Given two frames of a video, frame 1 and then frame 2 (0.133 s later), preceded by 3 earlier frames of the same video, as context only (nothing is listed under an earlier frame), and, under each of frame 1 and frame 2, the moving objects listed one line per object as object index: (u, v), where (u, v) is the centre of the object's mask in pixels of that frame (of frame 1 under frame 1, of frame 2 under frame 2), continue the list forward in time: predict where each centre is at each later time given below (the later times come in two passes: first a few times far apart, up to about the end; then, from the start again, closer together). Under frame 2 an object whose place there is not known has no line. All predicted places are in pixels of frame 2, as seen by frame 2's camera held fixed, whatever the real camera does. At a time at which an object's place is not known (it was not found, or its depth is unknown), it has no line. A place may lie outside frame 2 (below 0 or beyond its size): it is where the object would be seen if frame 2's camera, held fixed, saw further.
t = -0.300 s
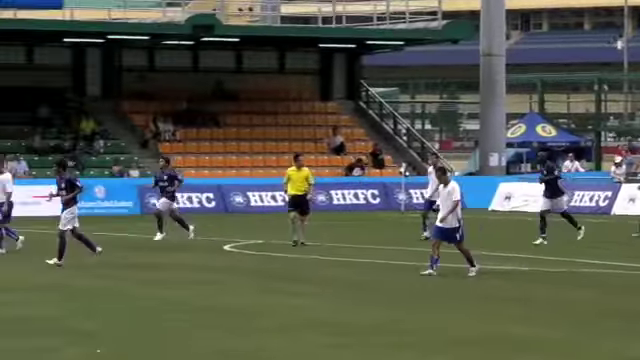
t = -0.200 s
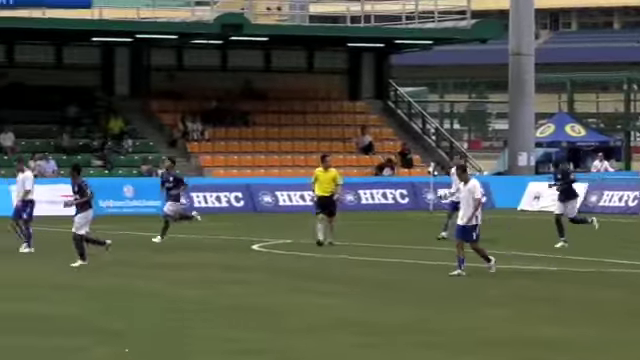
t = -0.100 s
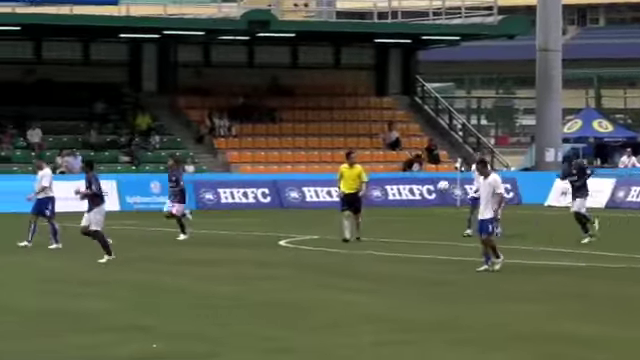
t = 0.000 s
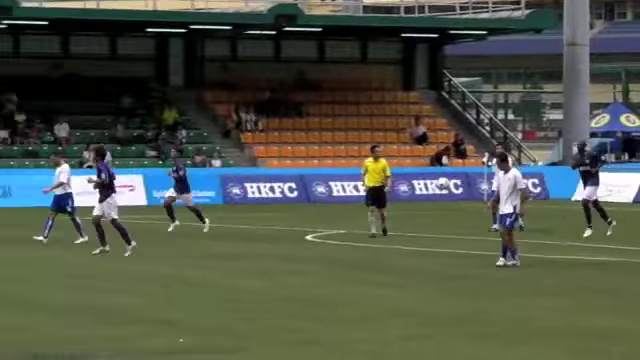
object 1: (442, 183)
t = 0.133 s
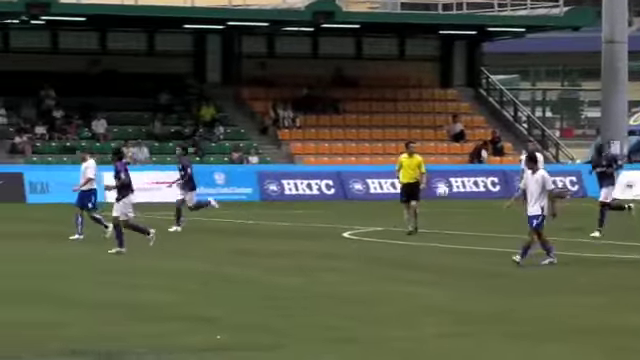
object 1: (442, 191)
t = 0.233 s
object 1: (414, 206)
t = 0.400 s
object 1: (367, 230)
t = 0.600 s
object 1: (307, 212)
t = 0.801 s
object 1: (247, 218)
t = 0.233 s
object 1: (414, 206)
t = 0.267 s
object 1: (405, 214)
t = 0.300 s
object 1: (396, 220)
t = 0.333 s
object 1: (387, 227)
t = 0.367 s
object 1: (377, 234)
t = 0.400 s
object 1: (367, 230)
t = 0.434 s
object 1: (357, 225)
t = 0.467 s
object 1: (348, 221)
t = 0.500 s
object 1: (337, 218)
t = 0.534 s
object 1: (327, 215)
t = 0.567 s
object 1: (318, 213)
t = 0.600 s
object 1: (307, 212)
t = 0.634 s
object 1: (297, 211)
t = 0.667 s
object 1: (288, 210)
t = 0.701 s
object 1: (277, 211)
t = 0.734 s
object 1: (267, 213)
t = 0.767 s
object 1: (257, 215)
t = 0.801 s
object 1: (247, 218)
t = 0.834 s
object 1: (237, 220)
